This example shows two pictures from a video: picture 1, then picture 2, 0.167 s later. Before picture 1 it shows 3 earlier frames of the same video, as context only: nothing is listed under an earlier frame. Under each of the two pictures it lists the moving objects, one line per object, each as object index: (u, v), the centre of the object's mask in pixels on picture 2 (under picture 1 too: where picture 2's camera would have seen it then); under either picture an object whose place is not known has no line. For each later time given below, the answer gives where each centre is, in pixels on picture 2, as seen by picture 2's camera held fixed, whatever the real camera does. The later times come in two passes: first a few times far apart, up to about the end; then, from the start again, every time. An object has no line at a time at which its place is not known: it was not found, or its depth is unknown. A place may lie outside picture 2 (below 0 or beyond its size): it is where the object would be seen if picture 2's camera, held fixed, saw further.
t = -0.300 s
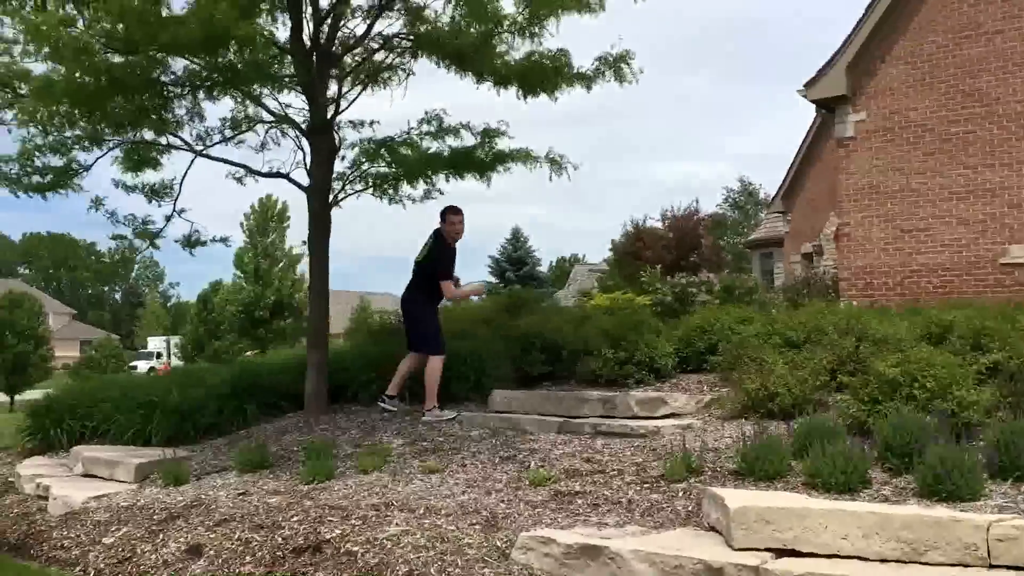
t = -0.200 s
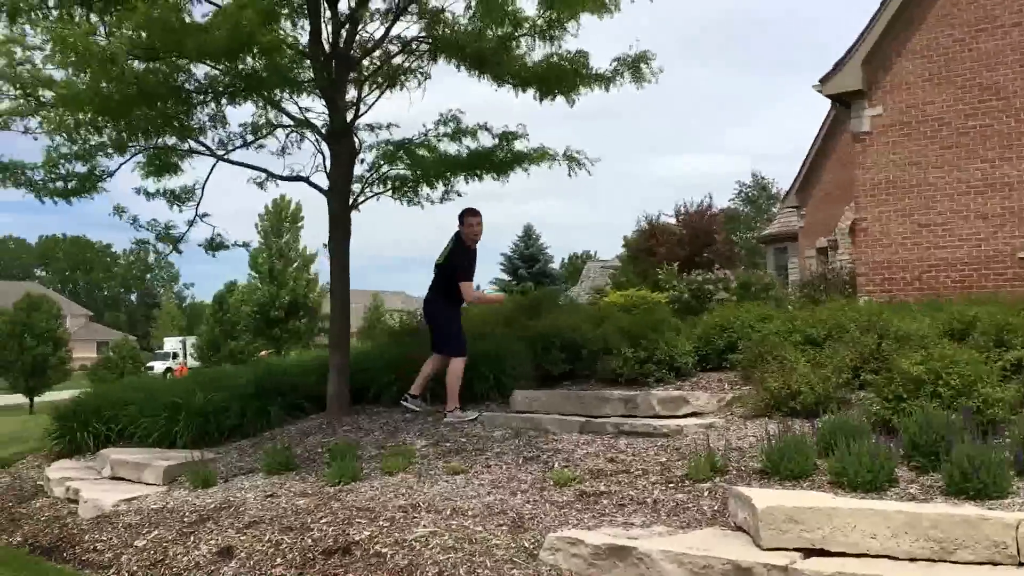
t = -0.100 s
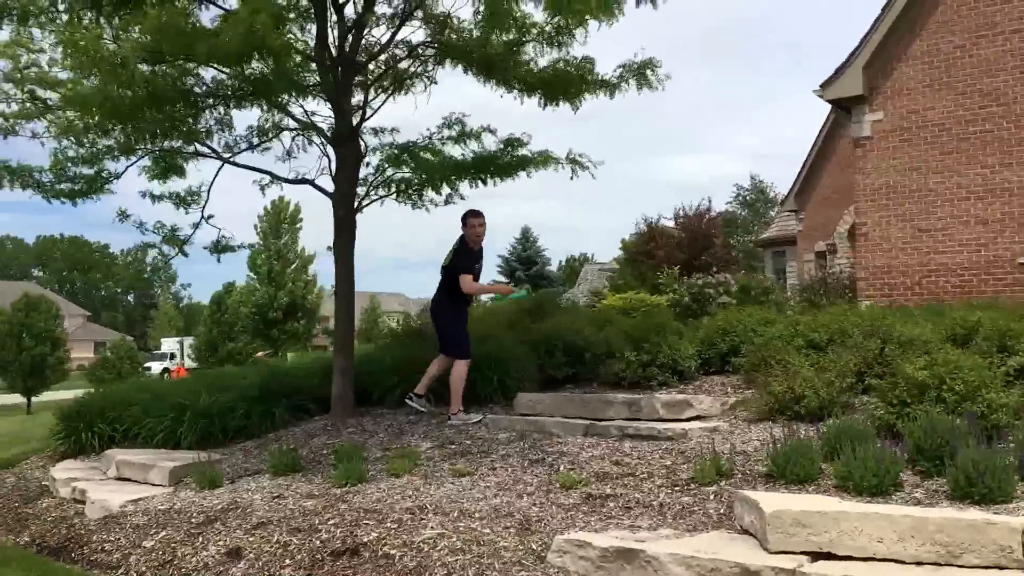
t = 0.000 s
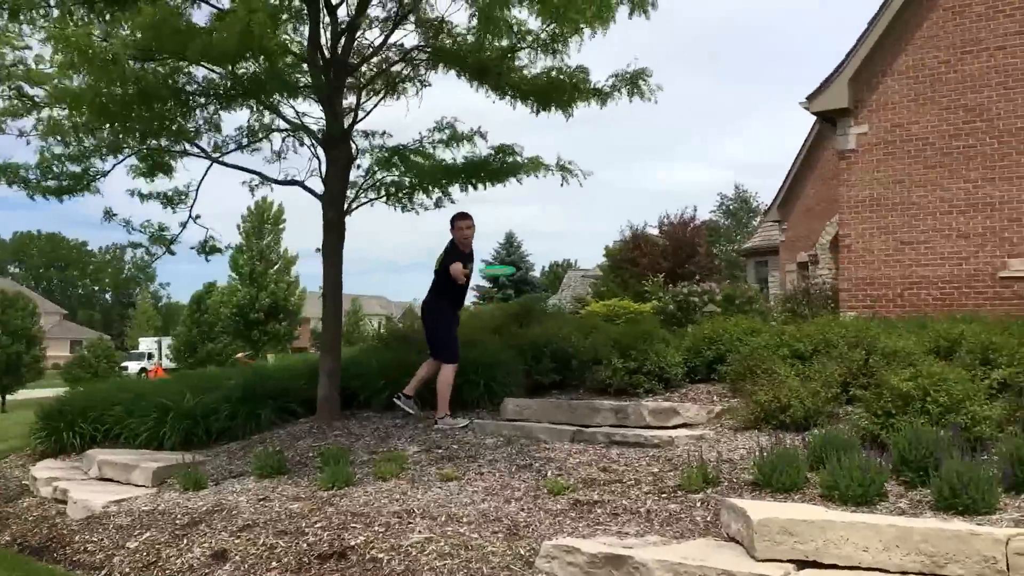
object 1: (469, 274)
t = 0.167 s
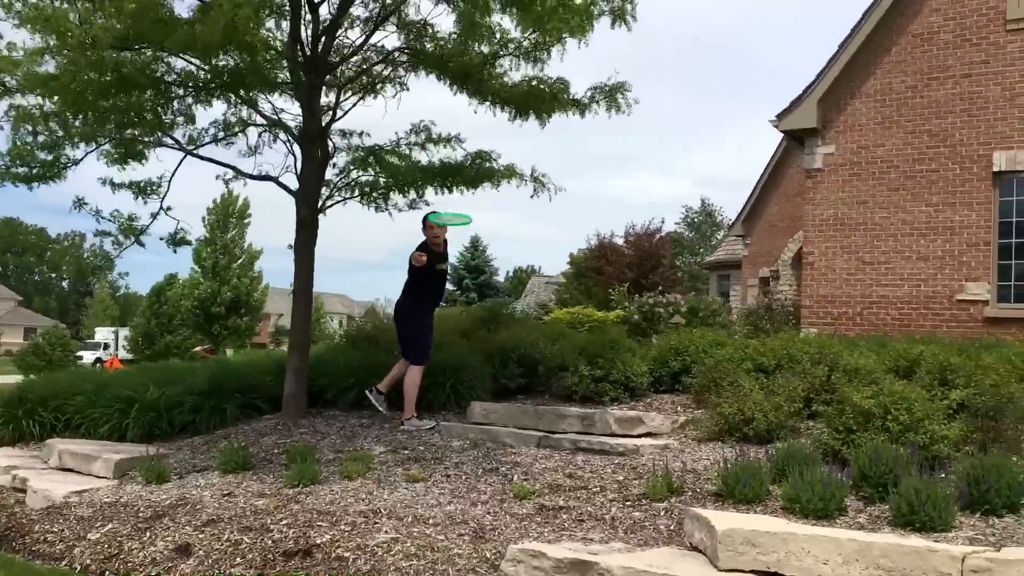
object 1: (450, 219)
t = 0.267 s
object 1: (434, 182)
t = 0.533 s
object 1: (355, 27)
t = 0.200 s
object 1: (445, 207)
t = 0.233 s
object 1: (440, 195)
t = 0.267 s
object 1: (434, 182)
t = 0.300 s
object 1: (428, 168)
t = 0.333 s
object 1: (420, 154)
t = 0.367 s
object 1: (412, 137)
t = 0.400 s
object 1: (402, 120)
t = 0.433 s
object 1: (392, 101)
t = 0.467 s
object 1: (380, 80)
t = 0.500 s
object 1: (368, 55)
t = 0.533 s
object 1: (355, 27)
